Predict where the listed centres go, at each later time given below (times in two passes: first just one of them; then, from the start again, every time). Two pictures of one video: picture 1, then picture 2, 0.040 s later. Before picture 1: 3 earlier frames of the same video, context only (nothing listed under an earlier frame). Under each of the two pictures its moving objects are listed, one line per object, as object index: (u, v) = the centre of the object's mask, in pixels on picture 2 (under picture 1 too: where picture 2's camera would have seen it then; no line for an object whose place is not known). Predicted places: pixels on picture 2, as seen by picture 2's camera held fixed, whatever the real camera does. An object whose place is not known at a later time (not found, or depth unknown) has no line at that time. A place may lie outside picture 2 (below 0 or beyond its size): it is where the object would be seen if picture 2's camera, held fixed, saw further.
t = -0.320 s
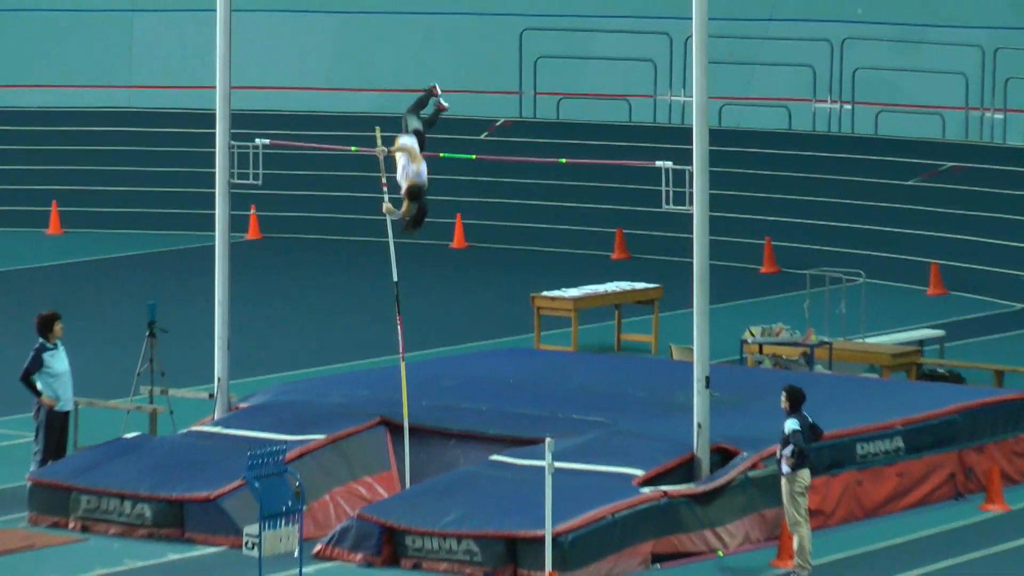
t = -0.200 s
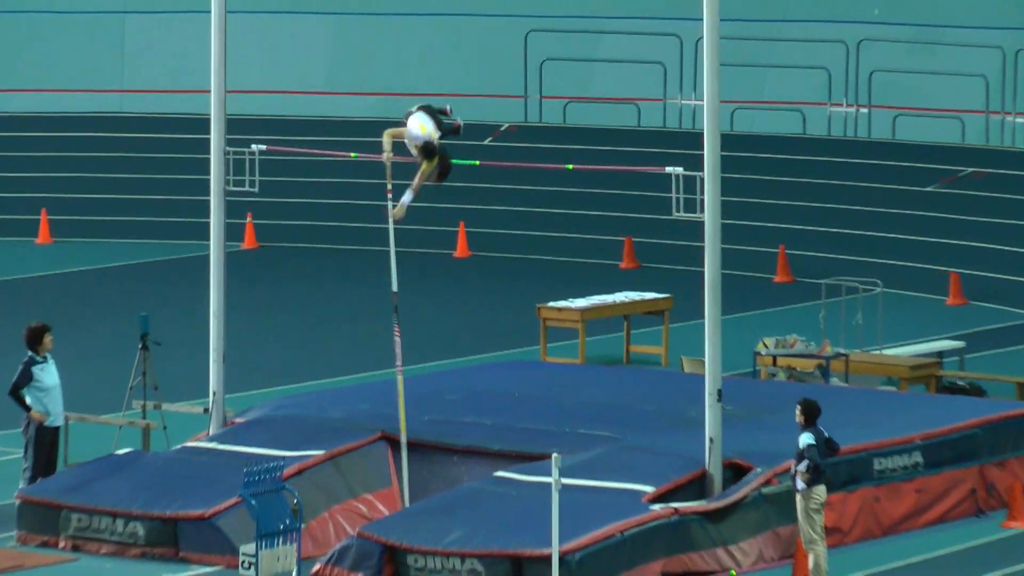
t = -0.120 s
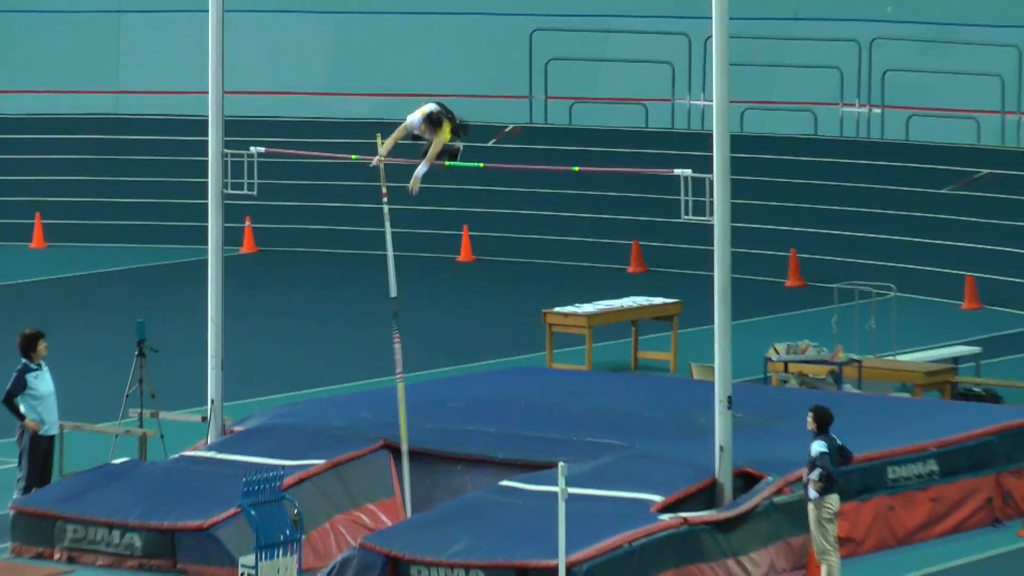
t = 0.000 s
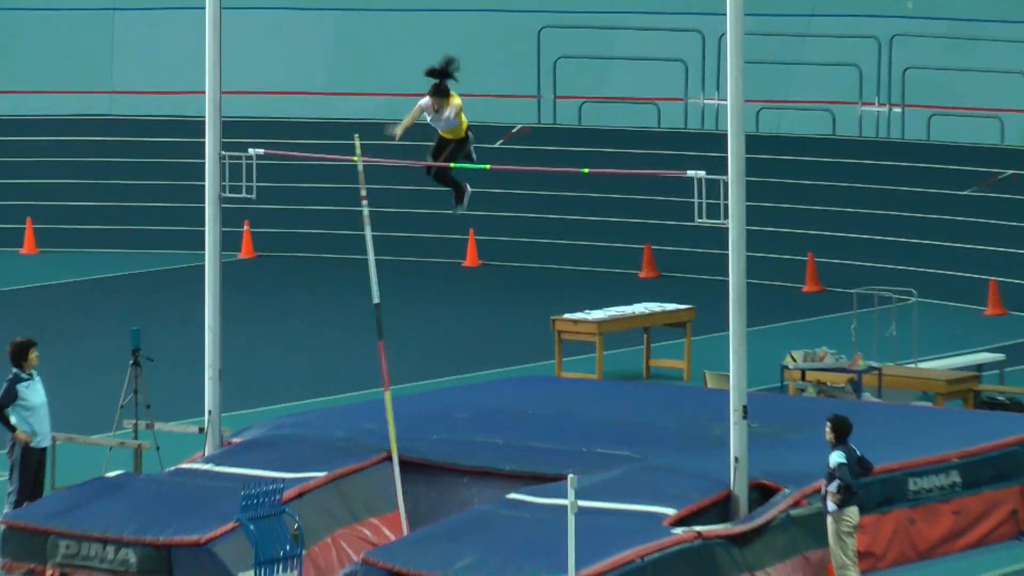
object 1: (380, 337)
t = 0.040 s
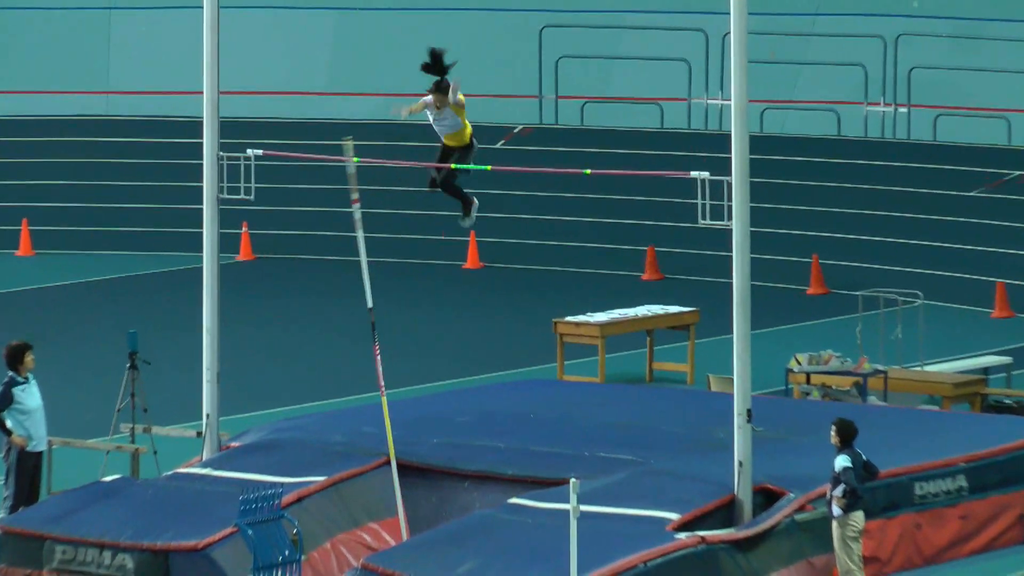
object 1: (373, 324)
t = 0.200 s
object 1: (348, 332)
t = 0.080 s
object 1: (369, 336)
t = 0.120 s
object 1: (363, 344)
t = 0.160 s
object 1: (356, 336)
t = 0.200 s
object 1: (348, 332)
